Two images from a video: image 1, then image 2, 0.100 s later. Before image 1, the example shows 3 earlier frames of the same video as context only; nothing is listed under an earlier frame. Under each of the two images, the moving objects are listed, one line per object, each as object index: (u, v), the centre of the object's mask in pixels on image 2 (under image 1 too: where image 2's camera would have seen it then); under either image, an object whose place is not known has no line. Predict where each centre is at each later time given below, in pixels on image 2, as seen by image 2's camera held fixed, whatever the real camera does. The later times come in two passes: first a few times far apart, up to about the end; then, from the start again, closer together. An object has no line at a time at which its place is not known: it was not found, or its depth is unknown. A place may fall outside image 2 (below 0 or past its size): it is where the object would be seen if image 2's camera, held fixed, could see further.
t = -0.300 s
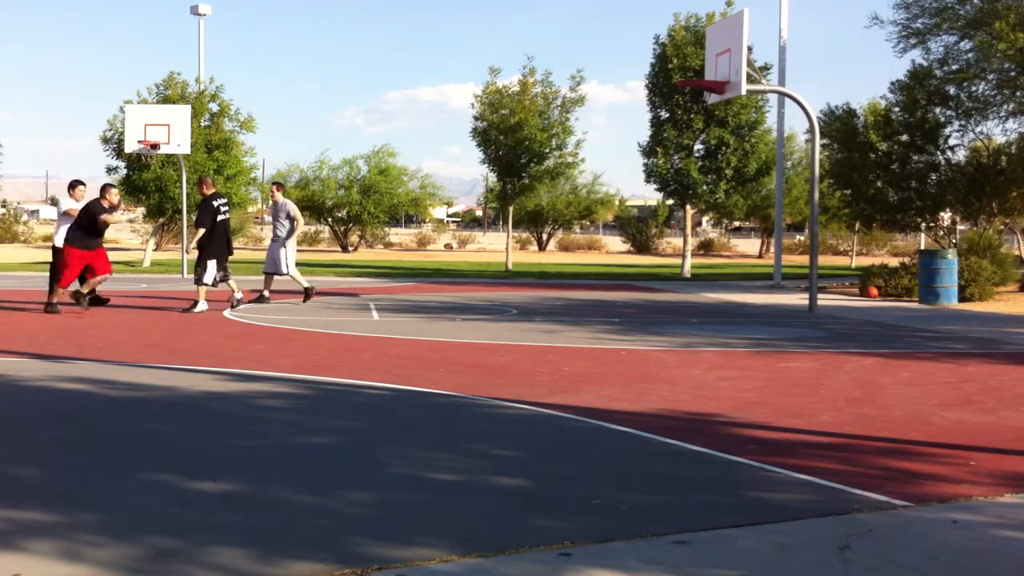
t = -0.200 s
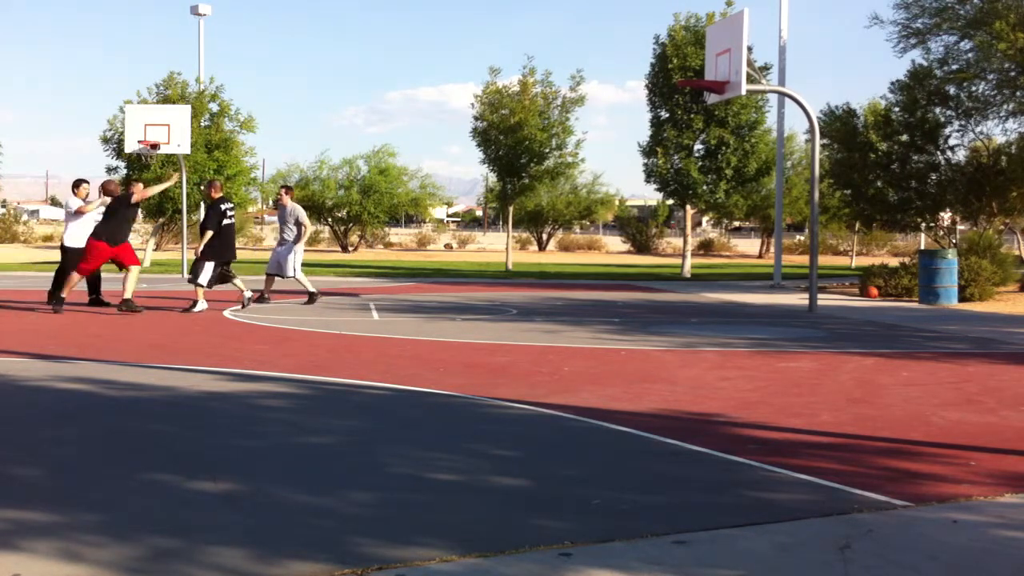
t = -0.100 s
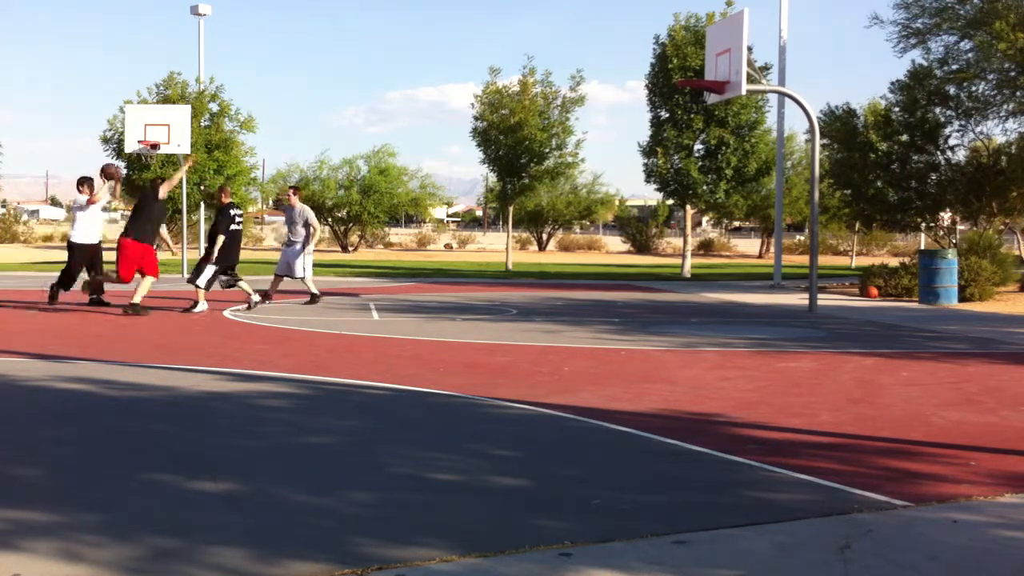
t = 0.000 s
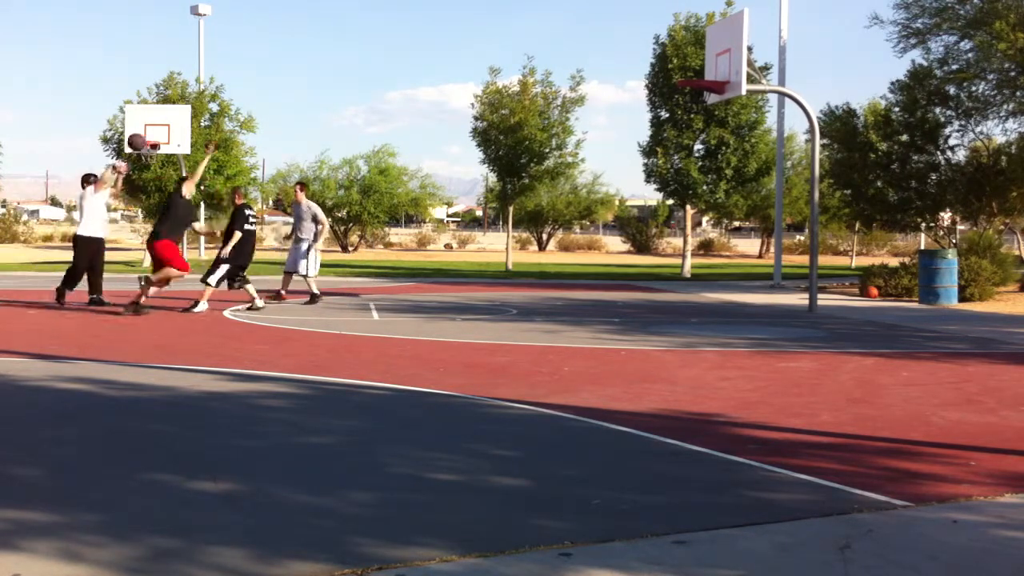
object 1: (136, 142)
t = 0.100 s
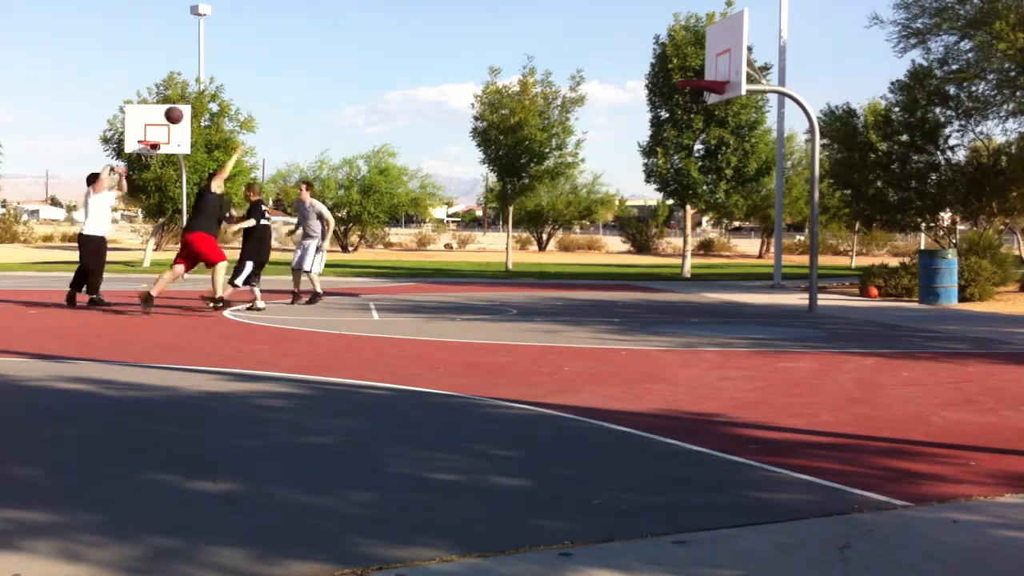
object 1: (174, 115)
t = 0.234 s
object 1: (225, 90)
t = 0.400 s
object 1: (291, 78)
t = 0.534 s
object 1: (345, 85)
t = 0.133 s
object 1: (185, 108)
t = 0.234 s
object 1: (225, 90)
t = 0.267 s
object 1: (238, 86)
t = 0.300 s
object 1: (251, 83)
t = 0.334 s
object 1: (264, 81)
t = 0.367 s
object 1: (277, 79)
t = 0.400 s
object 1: (291, 78)
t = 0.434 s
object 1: (304, 79)
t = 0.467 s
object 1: (318, 80)
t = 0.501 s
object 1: (331, 82)
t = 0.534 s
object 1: (345, 85)
